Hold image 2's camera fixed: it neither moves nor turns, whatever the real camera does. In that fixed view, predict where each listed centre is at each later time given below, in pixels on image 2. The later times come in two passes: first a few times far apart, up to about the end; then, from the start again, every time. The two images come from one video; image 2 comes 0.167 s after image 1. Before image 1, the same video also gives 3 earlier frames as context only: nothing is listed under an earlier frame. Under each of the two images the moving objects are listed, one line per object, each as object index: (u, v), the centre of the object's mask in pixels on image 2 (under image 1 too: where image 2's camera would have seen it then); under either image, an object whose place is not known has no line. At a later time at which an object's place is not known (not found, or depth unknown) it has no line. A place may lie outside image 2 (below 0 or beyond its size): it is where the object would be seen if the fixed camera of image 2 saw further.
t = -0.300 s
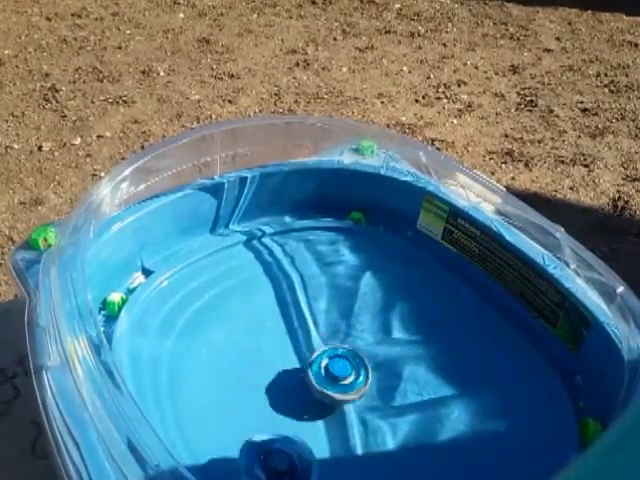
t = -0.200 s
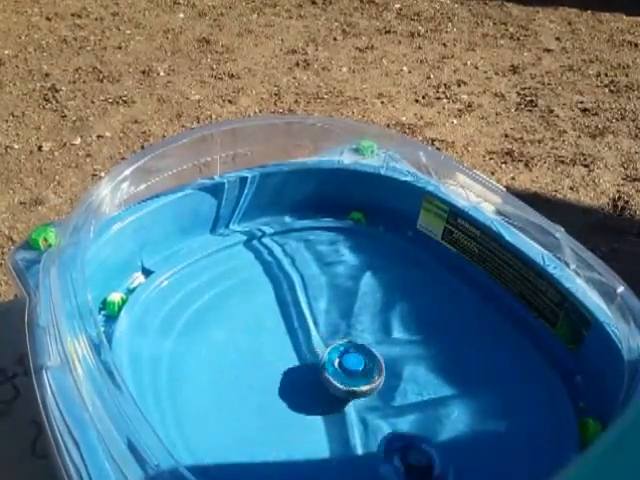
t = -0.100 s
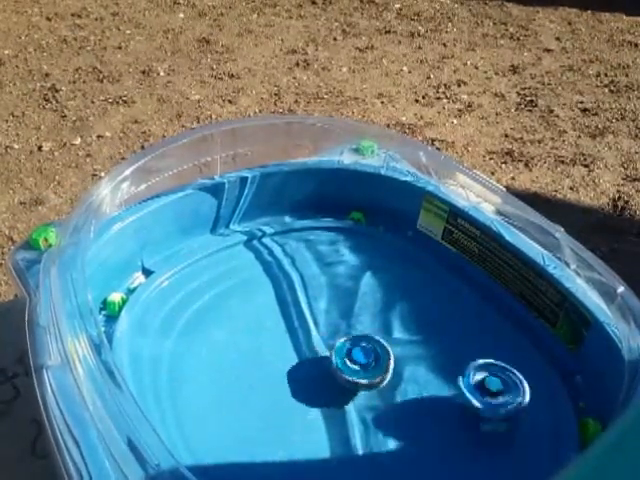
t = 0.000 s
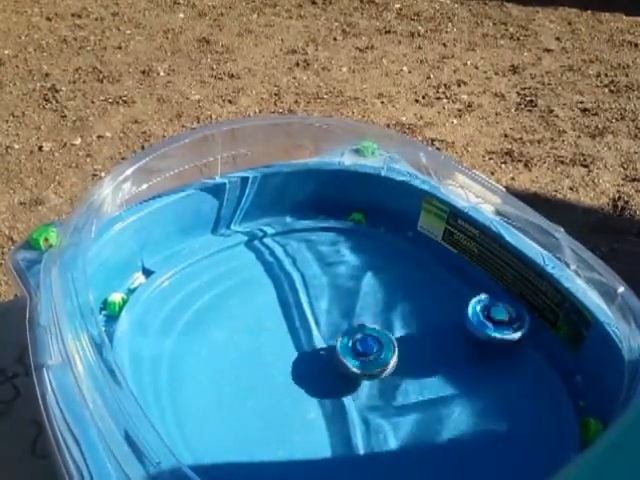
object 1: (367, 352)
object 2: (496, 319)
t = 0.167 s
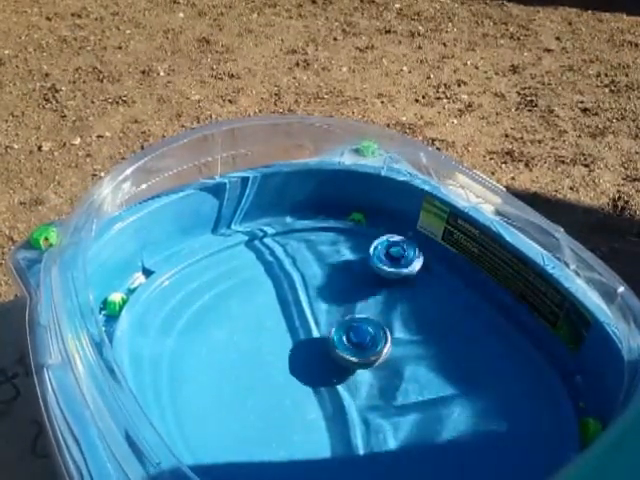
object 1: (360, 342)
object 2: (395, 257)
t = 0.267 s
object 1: (353, 341)
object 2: (330, 243)
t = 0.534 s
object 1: (354, 369)
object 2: (217, 345)
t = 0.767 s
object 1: (384, 377)
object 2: (437, 471)
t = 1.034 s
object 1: (393, 366)
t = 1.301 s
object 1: (377, 371)
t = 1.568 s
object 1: (370, 395)
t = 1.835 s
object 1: (386, 404)
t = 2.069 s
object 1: (380, 398)
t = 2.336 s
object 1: (353, 405)
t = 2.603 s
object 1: (350, 420)
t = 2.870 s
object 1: (357, 404)
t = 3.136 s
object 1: (332, 390)
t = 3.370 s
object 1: (315, 389)
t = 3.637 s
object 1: (316, 391)
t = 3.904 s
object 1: (329, 381)
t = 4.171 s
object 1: (332, 365)
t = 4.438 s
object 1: (324, 363)
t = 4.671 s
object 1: (334, 371)
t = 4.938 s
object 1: (361, 367)
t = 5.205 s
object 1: (366, 357)
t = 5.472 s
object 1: (362, 362)
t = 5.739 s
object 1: (367, 379)
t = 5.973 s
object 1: (380, 383)
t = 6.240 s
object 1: (377, 382)
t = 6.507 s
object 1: (366, 395)
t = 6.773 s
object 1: (366, 405)
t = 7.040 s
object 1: (364, 401)
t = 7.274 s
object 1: (350, 398)
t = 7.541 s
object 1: (335, 397)
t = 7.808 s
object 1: (330, 395)
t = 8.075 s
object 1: (325, 390)
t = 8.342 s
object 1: (328, 379)
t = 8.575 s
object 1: (331, 371)
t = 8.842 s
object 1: (330, 370)
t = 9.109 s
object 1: (340, 364)
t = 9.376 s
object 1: (345, 366)
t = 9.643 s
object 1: (366, 370)
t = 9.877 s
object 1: (368, 364)
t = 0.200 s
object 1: (358, 340)
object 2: (376, 249)
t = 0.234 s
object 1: (356, 339)
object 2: (355, 245)
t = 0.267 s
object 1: (353, 341)
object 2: (330, 243)
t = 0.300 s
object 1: (350, 342)
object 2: (302, 247)
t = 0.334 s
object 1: (348, 344)
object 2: (278, 253)
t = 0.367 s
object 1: (346, 347)
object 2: (258, 260)
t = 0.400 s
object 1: (345, 351)
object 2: (246, 267)
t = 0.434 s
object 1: (345, 355)
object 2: (237, 279)
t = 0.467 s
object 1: (348, 360)
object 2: (227, 295)
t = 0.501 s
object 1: (351, 365)
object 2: (222, 317)
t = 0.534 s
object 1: (354, 369)
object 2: (217, 345)
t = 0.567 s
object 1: (359, 371)
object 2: (221, 380)
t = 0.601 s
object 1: (364, 374)
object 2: (234, 414)
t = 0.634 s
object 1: (369, 377)
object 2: (262, 445)
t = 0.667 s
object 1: (373, 376)
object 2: (298, 461)
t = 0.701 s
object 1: (376, 377)
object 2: (345, 467)
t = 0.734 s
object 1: (381, 378)
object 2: (395, 470)
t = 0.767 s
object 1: (384, 377)
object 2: (437, 471)
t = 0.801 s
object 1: (387, 375)
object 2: (474, 469)
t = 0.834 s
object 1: (390, 374)
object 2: (497, 466)
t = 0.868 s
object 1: (392, 372)
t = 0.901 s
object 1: (392, 371)
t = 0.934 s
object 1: (393, 369)
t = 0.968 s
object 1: (393, 368)
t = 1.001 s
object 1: (393, 367)
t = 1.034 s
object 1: (393, 366)
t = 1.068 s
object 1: (392, 366)
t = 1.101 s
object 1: (391, 366)
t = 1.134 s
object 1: (390, 365)
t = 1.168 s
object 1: (388, 365)
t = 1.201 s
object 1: (385, 365)
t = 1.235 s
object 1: (382, 367)
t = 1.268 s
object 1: (379, 369)
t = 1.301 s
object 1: (377, 371)
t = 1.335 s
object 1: (373, 373)
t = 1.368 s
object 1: (372, 375)
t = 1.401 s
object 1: (371, 378)
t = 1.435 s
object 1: (370, 383)
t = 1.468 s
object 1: (369, 385)
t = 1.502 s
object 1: (370, 389)
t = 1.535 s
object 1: (370, 392)
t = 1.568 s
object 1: (370, 395)
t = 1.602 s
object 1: (374, 397)
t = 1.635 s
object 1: (375, 400)
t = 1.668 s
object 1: (377, 401)
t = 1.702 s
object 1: (380, 401)
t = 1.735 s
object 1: (384, 403)
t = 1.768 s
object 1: (385, 405)
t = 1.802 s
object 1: (385, 404)
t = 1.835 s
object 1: (386, 404)
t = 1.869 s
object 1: (387, 405)
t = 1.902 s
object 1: (386, 404)
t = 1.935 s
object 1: (386, 403)
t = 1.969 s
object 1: (386, 402)
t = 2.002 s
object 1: (385, 401)
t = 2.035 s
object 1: (383, 399)
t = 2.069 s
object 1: (380, 398)
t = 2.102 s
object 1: (377, 398)
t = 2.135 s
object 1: (373, 399)
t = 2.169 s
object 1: (368, 399)
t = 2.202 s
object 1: (365, 399)
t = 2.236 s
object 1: (361, 401)
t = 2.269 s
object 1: (357, 401)
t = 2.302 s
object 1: (355, 402)
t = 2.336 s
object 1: (353, 405)
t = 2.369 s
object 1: (351, 405)
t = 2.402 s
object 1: (349, 408)
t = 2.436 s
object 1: (348, 410)
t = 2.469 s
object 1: (348, 411)
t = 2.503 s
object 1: (349, 411)
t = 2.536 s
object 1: (350, 416)
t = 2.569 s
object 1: (352, 417)
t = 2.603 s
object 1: (350, 420)
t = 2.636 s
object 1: (353, 417)
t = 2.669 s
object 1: (356, 418)
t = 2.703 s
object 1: (358, 417)
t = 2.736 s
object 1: (357, 417)
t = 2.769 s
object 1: (359, 413)
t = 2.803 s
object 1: (359, 412)
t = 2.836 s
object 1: (358, 408)
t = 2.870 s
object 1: (357, 404)
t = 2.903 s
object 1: (355, 402)
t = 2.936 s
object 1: (351, 400)
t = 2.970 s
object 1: (348, 397)
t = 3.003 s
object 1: (345, 394)
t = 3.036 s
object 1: (342, 392)
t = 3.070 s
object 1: (338, 391)
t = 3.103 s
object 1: (335, 390)
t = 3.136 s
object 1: (332, 390)
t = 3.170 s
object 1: (328, 390)
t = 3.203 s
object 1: (326, 390)
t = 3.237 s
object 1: (323, 389)
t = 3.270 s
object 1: (320, 389)
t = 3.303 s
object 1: (319, 389)
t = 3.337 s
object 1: (316, 389)
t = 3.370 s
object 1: (315, 389)
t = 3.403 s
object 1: (314, 389)
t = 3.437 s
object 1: (313, 390)
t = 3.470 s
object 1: (312, 390)
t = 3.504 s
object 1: (312, 390)
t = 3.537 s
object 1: (313, 391)
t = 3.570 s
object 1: (313, 391)
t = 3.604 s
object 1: (315, 391)
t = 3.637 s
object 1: (316, 391)
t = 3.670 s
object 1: (317, 390)
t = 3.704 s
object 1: (319, 390)
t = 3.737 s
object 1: (321, 389)
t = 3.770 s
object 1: (322, 388)
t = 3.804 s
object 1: (324, 387)
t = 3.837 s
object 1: (326, 385)
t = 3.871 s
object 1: (327, 384)
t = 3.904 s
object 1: (329, 381)
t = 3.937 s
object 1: (330, 379)
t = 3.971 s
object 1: (331, 376)
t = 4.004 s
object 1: (332, 374)
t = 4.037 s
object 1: (333, 372)
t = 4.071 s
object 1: (334, 370)
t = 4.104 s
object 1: (333, 368)
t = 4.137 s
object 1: (333, 366)
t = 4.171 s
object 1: (332, 365)
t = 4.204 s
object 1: (331, 364)
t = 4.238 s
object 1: (328, 363)
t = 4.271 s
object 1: (327, 362)
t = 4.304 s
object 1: (326, 361)
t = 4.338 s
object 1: (325, 361)
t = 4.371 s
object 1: (324, 362)
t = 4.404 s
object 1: (325, 362)
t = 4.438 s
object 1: (324, 363)
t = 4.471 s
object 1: (325, 364)
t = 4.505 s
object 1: (325, 365)
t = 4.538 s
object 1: (326, 366)
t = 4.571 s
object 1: (328, 368)
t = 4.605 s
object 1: (330, 370)
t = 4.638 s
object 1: (332, 371)
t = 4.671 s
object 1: (334, 371)
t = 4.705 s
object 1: (337, 371)
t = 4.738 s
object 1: (341, 371)
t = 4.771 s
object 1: (344, 369)
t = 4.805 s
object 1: (347, 369)
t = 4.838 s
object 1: (351, 368)
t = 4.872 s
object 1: (355, 368)
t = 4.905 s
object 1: (357, 368)
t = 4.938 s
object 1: (361, 367)
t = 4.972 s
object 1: (363, 366)
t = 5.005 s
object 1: (364, 363)
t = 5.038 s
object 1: (366, 361)
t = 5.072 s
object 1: (366, 360)
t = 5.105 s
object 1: (367, 359)
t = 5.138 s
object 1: (367, 358)
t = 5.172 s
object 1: (367, 357)
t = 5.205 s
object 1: (366, 357)
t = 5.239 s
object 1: (365, 357)
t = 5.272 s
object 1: (366, 356)
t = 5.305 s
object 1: (366, 357)
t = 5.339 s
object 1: (365, 357)
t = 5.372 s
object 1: (364, 358)
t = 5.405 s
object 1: (364, 359)
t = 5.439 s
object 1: (363, 360)
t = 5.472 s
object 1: (362, 362)
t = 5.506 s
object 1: (361, 363)
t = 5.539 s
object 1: (361, 365)
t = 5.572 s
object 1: (361, 368)
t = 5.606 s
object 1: (362, 369)
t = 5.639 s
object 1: (363, 371)
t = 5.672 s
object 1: (363, 375)
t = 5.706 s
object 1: (365, 377)
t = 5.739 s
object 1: (367, 379)
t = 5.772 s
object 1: (369, 380)
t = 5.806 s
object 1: (372, 381)
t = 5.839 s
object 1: (374, 382)
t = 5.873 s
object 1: (375, 383)
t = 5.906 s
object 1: (377, 383)
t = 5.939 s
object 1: (379, 383)
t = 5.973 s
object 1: (380, 383)
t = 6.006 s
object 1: (381, 383)
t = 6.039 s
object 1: (382, 382)
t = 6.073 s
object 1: (382, 382)
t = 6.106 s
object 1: (381, 381)
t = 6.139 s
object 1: (380, 381)
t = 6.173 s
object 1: (380, 381)
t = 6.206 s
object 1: (378, 382)
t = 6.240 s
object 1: (377, 382)
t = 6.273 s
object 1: (376, 384)
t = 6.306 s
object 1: (374, 385)
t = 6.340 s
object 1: (372, 386)
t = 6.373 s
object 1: (370, 387)
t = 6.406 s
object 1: (368, 389)
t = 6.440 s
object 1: (367, 391)
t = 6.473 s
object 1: (366, 394)
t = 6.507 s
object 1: (366, 395)
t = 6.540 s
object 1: (365, 397)
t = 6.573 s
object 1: (365, 399)
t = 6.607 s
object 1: (365, 399)
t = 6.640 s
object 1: (365, 401)
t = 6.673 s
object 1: (366, 401)
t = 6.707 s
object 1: (366, 403)
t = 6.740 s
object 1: (367, 404)
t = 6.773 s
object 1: (366, 405)
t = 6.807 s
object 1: (367, 404)
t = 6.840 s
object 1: (368, 405)
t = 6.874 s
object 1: (368, 404)
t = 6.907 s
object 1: (368, 405)
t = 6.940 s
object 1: (367, 403)
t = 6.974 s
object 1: (366, 402)
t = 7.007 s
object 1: (366, 402)
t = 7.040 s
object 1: (364, 401)
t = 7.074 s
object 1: (362, 400)
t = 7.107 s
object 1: (360, 399)
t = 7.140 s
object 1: (356, 399)
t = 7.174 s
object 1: (355, 397)
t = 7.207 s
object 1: (353, 398)
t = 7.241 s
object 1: (352, 398)
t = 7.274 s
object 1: (350, 398)
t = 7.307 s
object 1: (347, 398)
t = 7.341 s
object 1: (345, 397)
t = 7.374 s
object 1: (342, 397)
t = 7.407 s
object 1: (341, 397)
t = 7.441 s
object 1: (339, 397)
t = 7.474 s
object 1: (338, 396)
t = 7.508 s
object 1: (336, 397)
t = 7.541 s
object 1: (335, 397)
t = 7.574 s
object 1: (334, 397)
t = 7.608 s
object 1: (334, 397)
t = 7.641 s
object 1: (333, 398)
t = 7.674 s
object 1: (332, 398)
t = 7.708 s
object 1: (331, 398)
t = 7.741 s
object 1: (331, 396)
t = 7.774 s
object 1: (330, 395)
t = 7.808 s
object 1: (330, 395)
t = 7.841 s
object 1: (330, 395)
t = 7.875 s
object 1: (329, 394)
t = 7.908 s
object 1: (329, 393)
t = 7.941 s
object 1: (328, 393)
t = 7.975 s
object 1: (327, 392)
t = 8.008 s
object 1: (327, 392)
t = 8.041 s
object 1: (326, 391)
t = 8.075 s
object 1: (325, 390)
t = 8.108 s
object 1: (326, 390)
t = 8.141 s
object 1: (326, 388)
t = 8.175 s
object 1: (327, 387)
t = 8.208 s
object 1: (327, 386)
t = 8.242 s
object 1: (327, 384)
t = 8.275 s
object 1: (327, 382)
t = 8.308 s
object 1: (327, 381)
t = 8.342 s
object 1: (328, 379)
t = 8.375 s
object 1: (329, 378)
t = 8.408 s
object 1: (329, 377)
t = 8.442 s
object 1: (329, 375)
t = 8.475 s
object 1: (330, 374)
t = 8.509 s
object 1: (331, 373)
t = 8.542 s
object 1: (331, 372)
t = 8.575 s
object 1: (331, 371)
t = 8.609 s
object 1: (330, 370)
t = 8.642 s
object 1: (329, 369)
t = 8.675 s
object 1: (329, 368)
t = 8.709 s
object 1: (329, 367)
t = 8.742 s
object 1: (328, 368)
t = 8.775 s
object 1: (327, 368)
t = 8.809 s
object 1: (328, 370)
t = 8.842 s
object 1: (330, 370)
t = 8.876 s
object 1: (332, 371)
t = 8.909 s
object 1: (334, 371)
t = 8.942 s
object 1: (337, 371)
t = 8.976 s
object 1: (338, 370)
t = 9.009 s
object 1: (339, 368)
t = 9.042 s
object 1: (340, 366)
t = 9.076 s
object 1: (340, 365)
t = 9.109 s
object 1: (340, 364)
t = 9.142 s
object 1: (341, 364)
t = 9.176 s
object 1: (341, 363)
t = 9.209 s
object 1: (341, 363)
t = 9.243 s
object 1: (341, 363)
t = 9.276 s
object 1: (341, 363)
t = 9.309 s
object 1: (342, 364)
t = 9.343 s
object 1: (343, 365)
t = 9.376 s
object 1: (345, 366)
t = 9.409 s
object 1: (348, 368)
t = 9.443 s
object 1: (351, 370)
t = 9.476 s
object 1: (354, 371)
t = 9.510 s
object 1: (357, 372)
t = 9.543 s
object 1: (360, 372)
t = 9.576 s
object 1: (362, 371)
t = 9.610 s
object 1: (364, 371)
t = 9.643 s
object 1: (366, 370)
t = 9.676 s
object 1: (368, 369)
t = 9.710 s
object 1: (368, 368)
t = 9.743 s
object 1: (368, 367)
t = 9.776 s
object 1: (368, 366)
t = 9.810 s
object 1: (368, 365)
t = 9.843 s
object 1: (368, 364)
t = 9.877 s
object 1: (368, 364)
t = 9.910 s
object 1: (366, 364)
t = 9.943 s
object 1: (365, 364)
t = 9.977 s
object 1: (363, 365)
